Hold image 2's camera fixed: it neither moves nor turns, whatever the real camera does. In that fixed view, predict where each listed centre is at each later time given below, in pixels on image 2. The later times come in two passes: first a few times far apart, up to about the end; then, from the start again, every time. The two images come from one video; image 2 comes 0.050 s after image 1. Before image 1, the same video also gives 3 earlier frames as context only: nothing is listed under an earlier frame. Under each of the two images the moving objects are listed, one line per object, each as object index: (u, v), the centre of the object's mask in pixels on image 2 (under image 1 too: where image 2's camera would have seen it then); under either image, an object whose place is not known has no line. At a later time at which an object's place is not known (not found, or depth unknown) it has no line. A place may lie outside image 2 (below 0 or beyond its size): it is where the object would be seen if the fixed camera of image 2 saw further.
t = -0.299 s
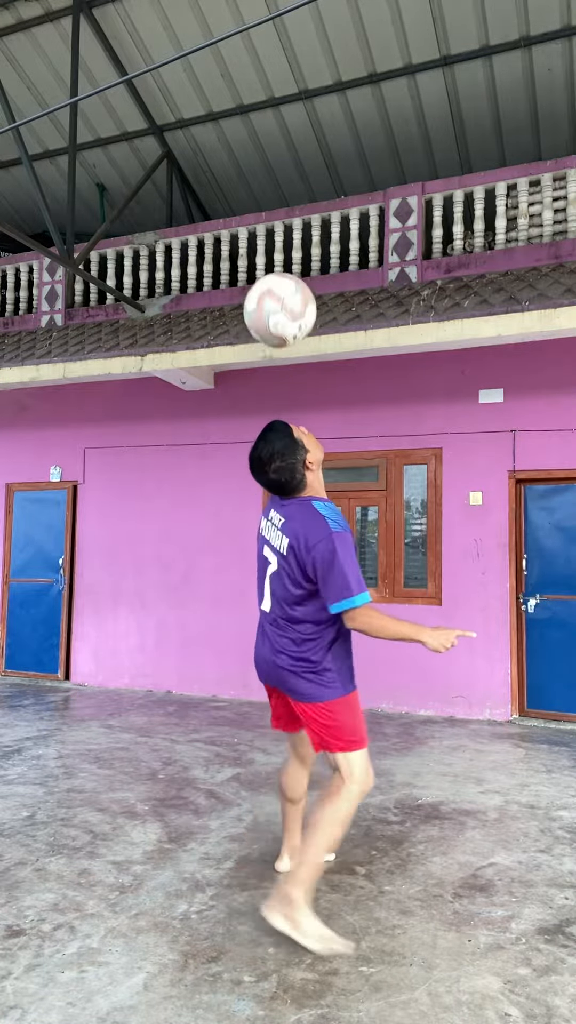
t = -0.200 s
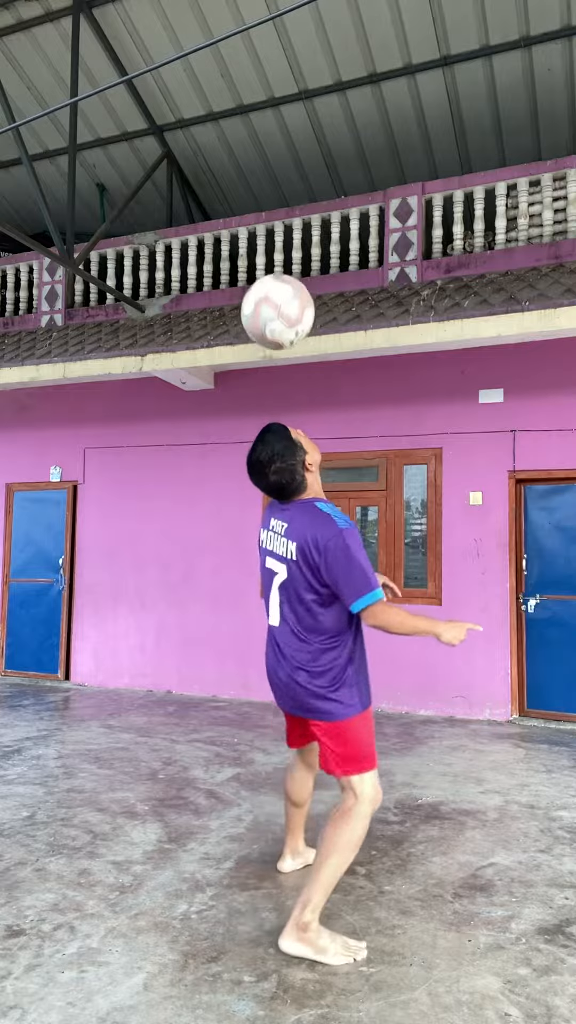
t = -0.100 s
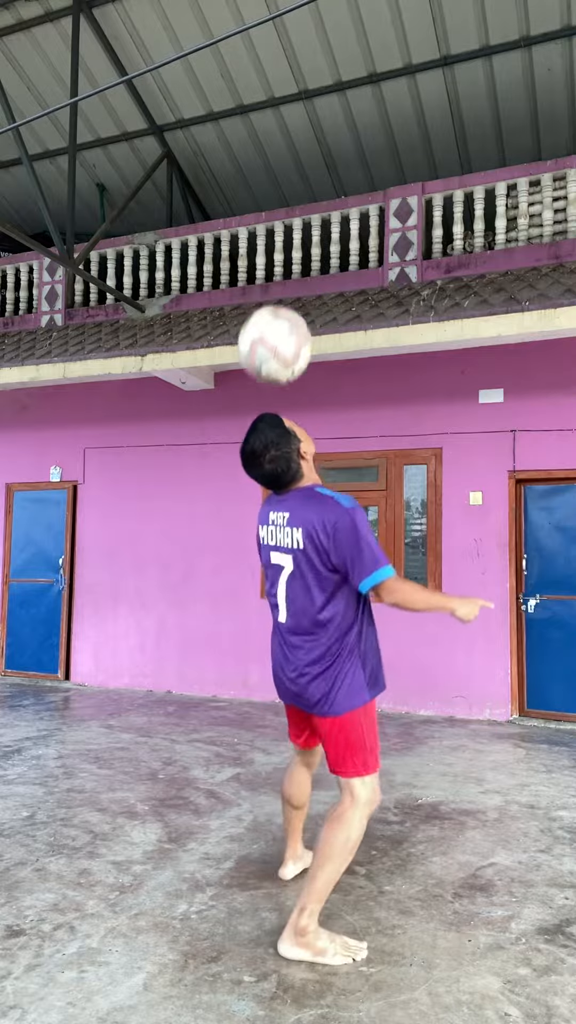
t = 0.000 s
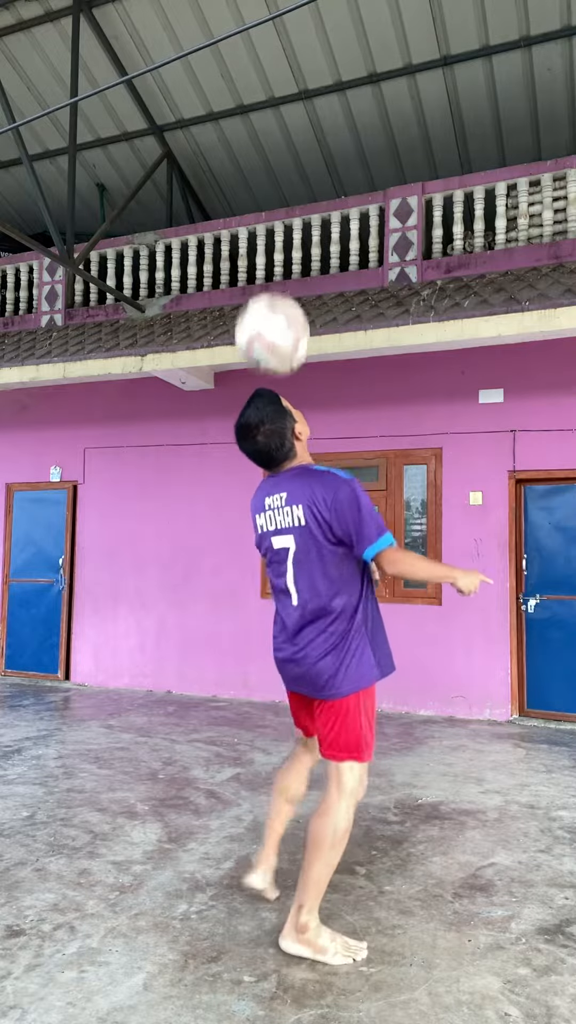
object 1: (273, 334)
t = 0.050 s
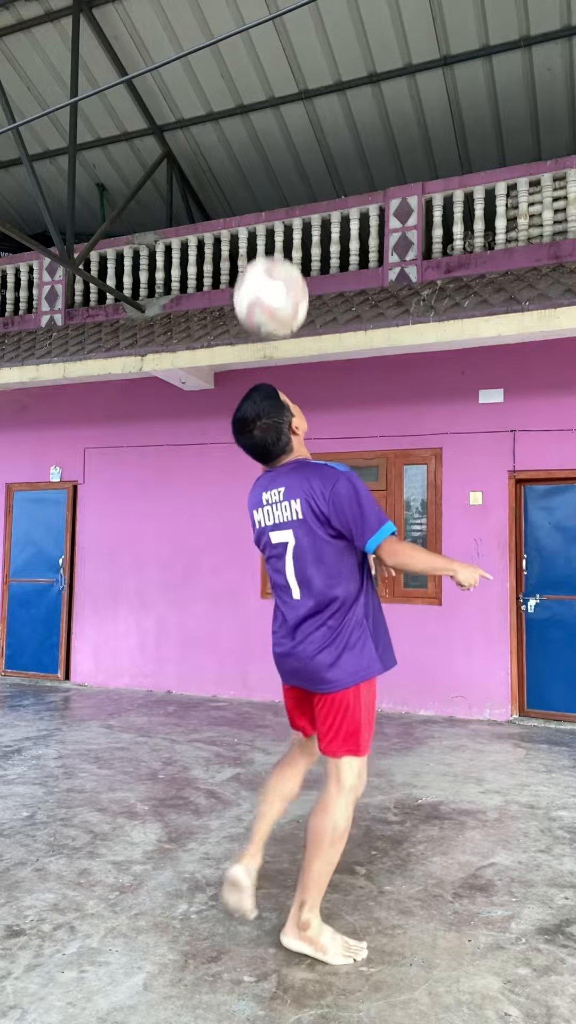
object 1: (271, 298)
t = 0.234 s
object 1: (265, 231)
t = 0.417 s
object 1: (258, 274)
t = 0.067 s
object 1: (271, 288)
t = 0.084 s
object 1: (270, 278)
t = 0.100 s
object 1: (270, 270)
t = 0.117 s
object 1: (269, 261)
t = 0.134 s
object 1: (269, 255)
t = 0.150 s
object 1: (268, 248)
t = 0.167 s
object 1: (268, 243)
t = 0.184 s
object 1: (267, 239)
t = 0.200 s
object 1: (267, 236)
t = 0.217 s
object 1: (266, 233)
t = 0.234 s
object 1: (265, 231)
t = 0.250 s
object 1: (265, 231)
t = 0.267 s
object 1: (264, 231)
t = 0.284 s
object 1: (264, 232)
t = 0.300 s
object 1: (263, 234)
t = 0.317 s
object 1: (262, 237)
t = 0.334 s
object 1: (262, 240)
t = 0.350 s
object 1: (260, 245)
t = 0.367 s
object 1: (259, 251)
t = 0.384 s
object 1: (259, 257)
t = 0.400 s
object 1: (259, 265)
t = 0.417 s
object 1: (258, 274)
